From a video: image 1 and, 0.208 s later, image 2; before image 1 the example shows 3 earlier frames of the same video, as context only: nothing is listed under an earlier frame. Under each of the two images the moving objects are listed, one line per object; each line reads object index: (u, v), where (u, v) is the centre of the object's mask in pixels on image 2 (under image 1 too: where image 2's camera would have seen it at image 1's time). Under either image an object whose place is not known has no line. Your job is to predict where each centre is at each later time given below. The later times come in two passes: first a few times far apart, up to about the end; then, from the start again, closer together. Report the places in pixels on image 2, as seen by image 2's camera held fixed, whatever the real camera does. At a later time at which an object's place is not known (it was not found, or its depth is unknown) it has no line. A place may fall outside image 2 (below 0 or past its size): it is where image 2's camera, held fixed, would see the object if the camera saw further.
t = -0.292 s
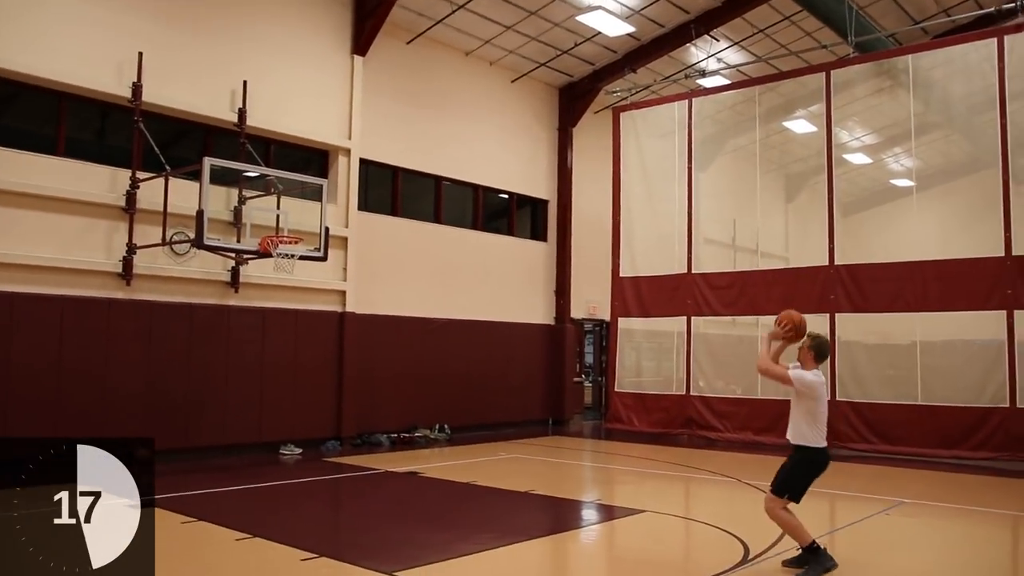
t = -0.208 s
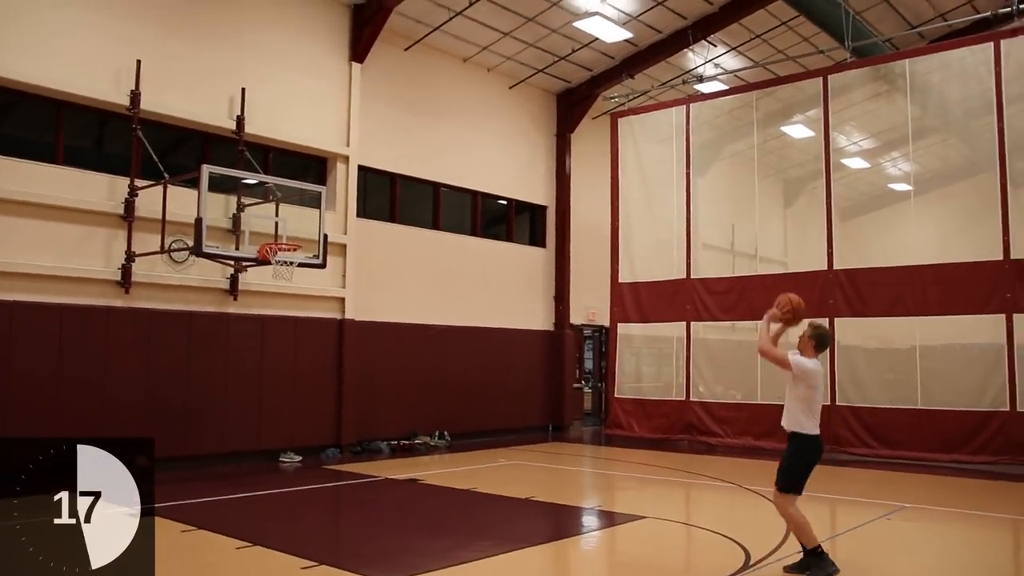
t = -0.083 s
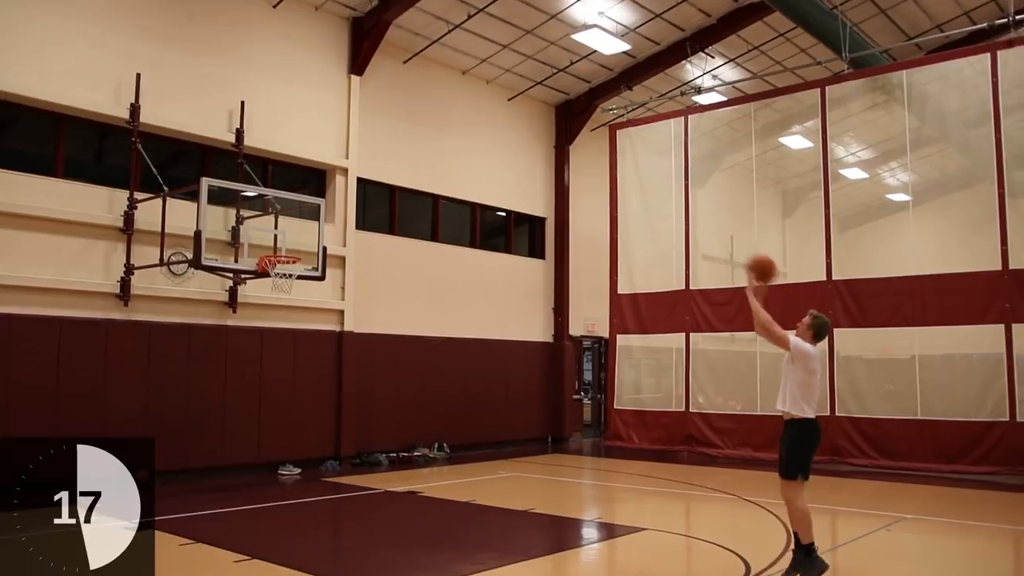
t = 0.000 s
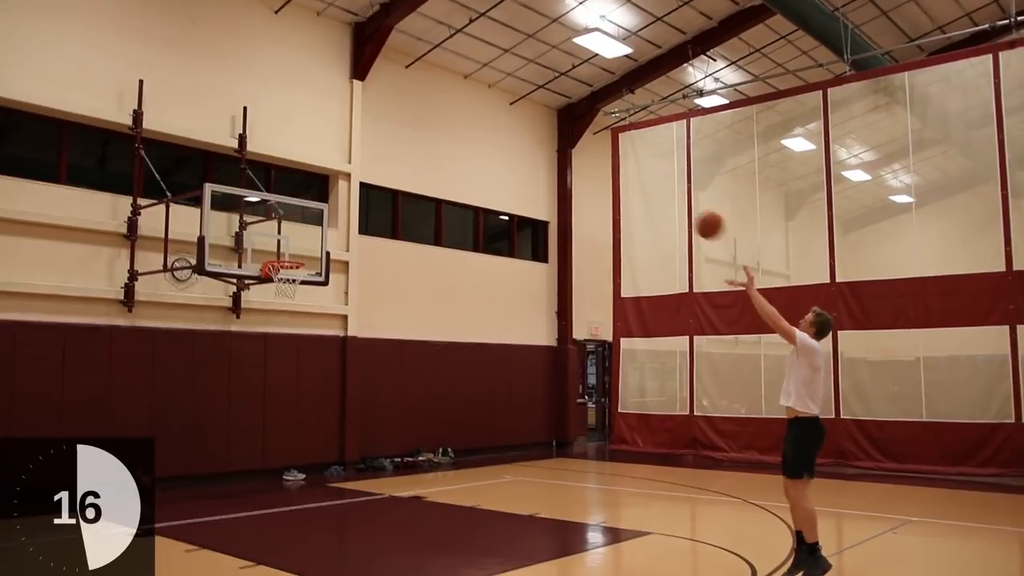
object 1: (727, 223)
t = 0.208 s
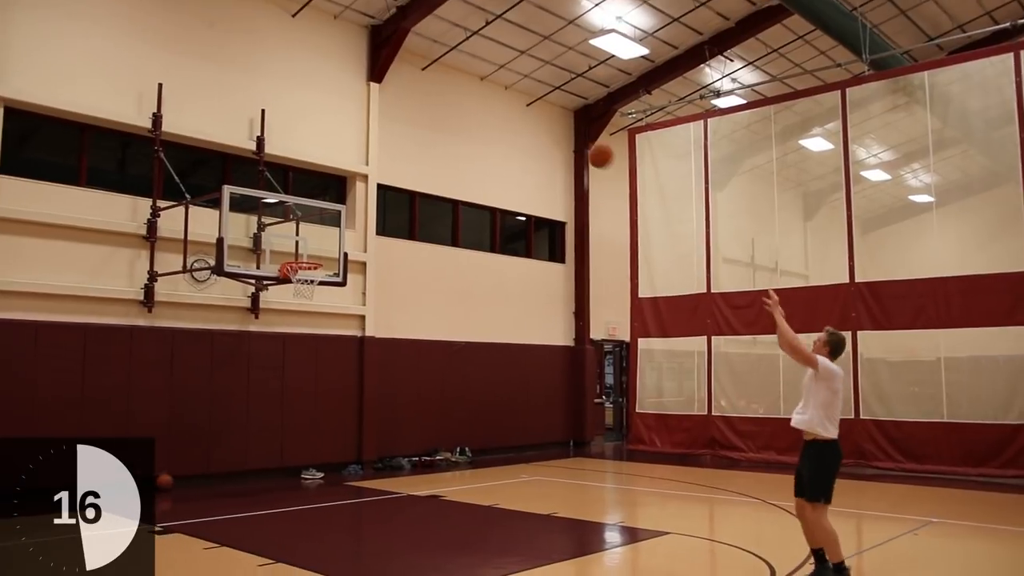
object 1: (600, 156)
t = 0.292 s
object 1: (557, 143)
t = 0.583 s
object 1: (431, 151)
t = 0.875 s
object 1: (330, 220)
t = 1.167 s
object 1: (296, 297)
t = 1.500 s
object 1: (255, 415)
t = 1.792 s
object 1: (223, 445)
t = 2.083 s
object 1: (195, 379)
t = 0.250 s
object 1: (579, 148)
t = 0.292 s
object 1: (557, 143)
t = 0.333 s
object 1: (537, 139)
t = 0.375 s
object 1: (517, 137)
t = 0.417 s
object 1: (499, 137)
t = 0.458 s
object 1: (481, 138)
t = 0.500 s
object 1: (464, 141)
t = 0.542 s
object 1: (447, 145)
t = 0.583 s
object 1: (431, 151)
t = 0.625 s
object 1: (415, 157)
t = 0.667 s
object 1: (400, 165)
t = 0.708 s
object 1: (385, 174)
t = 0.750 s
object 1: (371, 185)
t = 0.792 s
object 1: (356, 196)
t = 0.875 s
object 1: (330, 220)
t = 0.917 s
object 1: (317, 235)
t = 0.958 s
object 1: (304, 251)
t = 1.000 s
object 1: (298, 261)
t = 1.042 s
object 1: (312, 270)
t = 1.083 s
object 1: (311, 275)
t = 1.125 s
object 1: (302, 286)
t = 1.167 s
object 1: (296, 297)
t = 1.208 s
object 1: (291, 306)
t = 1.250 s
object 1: (286, 318)
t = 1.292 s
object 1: (281, 329)
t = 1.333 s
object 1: (276, 344)
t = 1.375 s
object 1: (271, 360)
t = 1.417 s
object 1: (266, 377)
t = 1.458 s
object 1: (261, 396)
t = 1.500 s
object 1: (255, 415)
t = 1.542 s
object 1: (250, 436)
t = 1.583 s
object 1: (245, 459)
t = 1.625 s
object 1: (240, 483)
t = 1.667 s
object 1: (234, 492)
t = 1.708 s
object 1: (231, 476)
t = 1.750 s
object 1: (227, 459)
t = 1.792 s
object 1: (223, 445)
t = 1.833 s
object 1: (220, 430)
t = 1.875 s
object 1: (215, 419)
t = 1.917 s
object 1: (211, 408)
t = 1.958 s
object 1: (208, 399)
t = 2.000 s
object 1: (203, 390)
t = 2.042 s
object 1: (199, 384)
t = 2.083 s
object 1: (195, 379)
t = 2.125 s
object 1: (191, 375)
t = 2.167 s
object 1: (186, 372)
